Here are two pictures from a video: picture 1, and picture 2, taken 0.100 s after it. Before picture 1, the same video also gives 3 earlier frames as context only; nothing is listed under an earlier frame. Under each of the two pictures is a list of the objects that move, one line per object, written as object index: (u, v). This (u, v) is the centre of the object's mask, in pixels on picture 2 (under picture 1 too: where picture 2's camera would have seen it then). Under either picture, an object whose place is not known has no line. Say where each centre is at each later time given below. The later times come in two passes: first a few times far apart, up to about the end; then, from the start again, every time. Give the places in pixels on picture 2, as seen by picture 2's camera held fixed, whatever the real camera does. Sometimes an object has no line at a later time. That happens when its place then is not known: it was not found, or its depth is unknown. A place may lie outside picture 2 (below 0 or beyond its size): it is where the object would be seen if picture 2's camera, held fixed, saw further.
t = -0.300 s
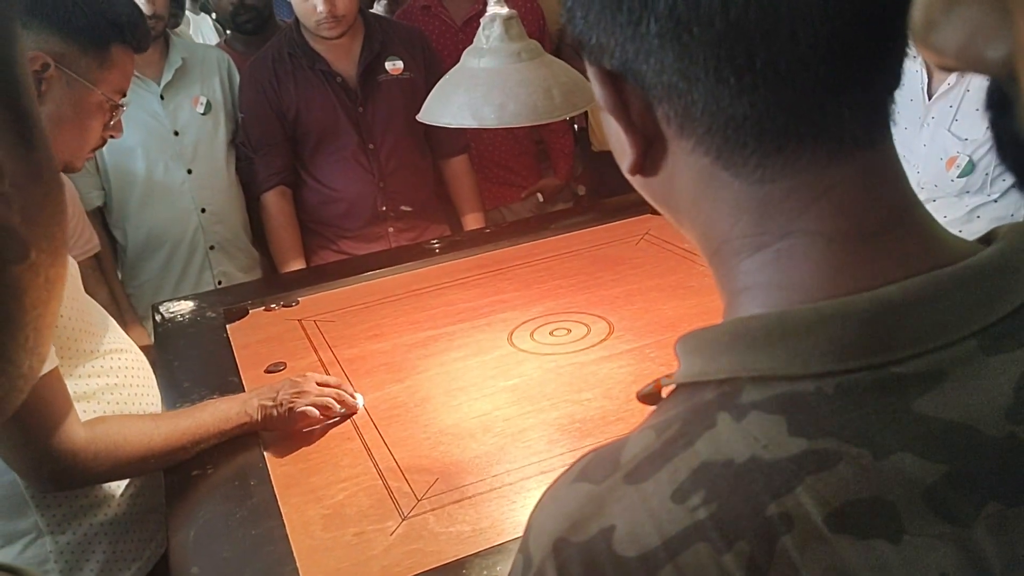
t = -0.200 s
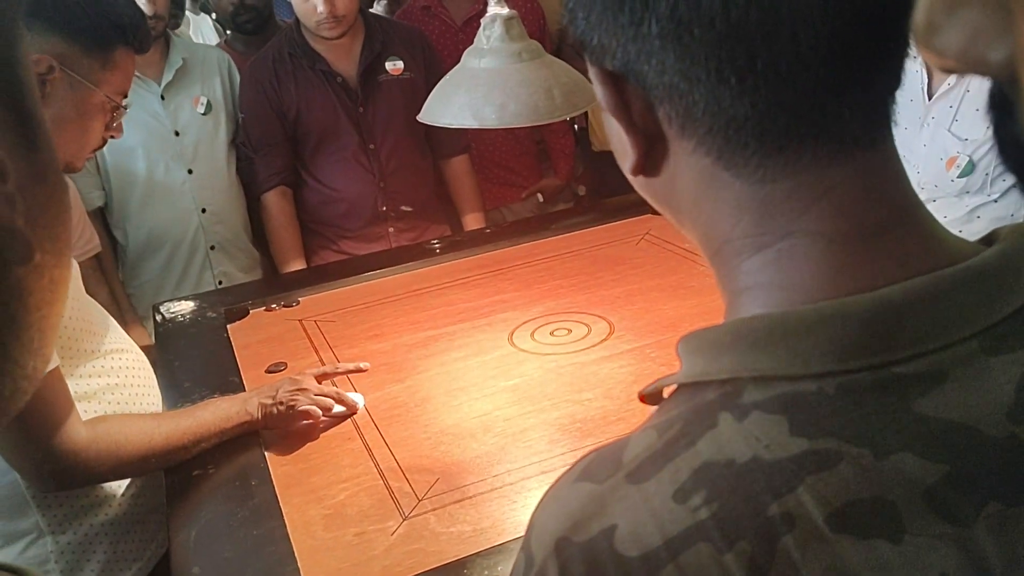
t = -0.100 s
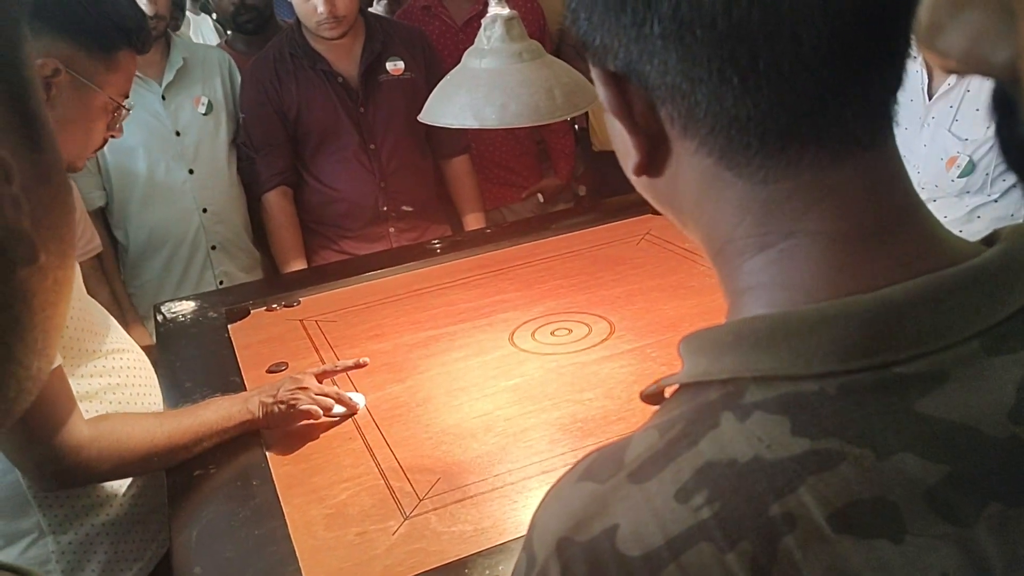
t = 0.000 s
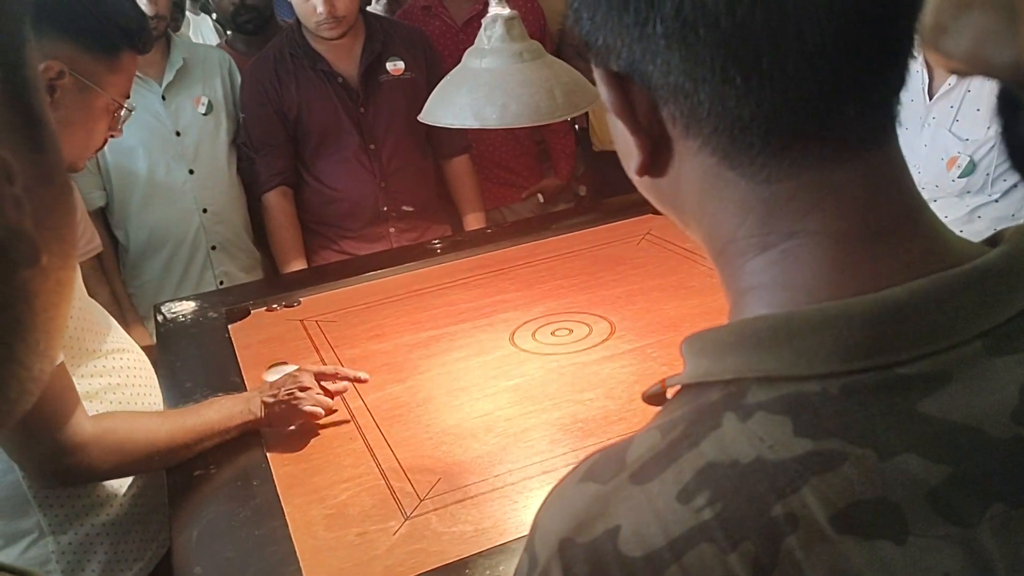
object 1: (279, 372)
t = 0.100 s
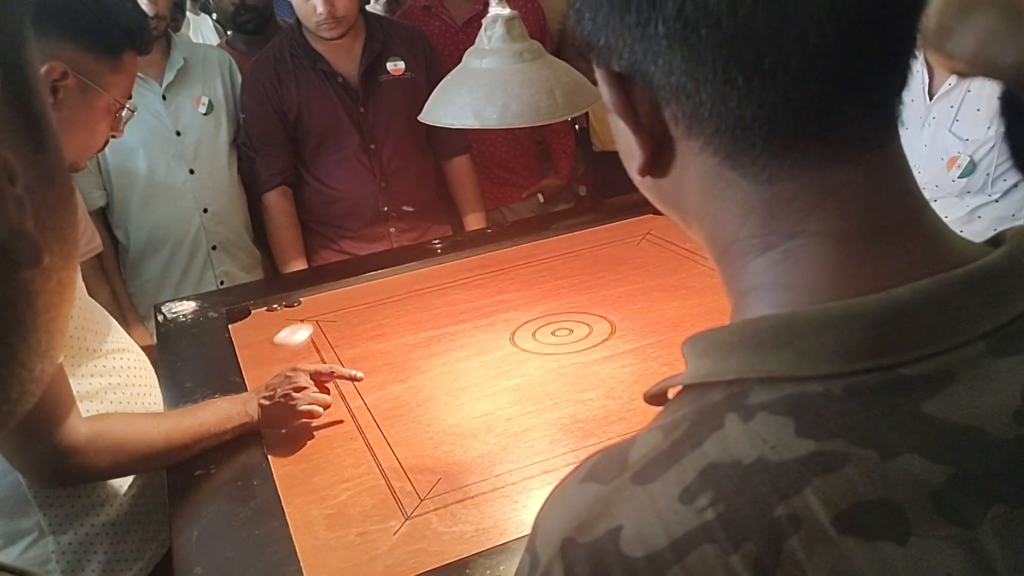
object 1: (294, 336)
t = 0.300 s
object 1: (390, 308)
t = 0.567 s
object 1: (552, 348)
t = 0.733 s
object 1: (669, 376)
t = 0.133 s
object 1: (308, 320)
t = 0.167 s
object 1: (320, 307)
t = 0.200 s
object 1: (334, 297)
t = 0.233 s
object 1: (351, 299)
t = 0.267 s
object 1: (369, 304)
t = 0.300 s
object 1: (390, 308)
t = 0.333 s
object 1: (409, 312)
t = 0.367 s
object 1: (429, 318)
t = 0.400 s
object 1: (447, 322)
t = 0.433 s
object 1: (469, 327)
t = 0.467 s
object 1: (486, 331)
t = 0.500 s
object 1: (507, 336)
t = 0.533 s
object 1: (529, 342)
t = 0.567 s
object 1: (552, 348)
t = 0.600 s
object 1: (577, 355)
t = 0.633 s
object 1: (602, 361)
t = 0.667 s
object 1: (628, 368)
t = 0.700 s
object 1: (652, 374)
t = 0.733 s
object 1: (669, 376)
